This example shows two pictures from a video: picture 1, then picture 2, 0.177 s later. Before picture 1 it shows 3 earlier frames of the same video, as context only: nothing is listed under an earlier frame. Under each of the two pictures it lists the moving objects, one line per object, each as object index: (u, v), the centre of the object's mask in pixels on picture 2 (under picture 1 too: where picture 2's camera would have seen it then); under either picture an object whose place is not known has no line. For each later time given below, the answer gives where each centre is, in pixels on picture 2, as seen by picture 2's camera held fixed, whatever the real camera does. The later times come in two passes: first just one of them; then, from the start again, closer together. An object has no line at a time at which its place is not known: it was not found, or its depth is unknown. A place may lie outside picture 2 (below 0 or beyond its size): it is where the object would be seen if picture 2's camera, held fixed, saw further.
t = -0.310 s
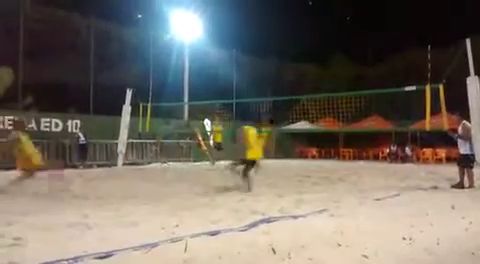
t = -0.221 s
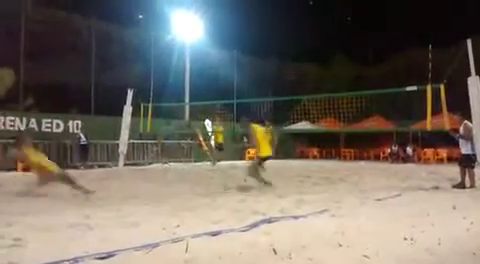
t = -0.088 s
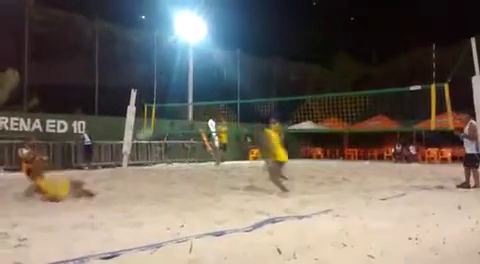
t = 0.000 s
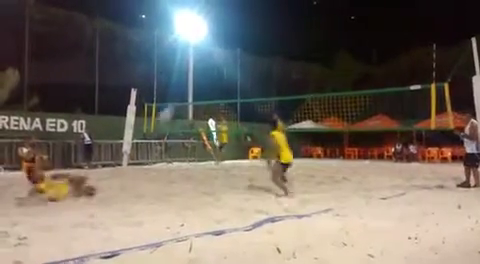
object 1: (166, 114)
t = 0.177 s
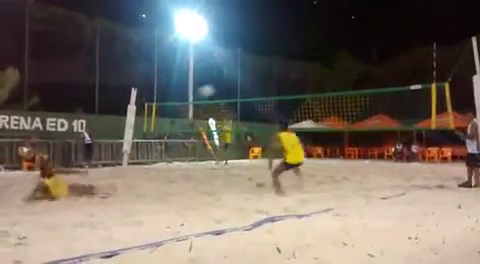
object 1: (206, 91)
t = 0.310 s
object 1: (235, 88)
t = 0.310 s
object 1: (235, 88)
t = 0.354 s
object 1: (245, 89)
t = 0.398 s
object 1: (254, 91)
